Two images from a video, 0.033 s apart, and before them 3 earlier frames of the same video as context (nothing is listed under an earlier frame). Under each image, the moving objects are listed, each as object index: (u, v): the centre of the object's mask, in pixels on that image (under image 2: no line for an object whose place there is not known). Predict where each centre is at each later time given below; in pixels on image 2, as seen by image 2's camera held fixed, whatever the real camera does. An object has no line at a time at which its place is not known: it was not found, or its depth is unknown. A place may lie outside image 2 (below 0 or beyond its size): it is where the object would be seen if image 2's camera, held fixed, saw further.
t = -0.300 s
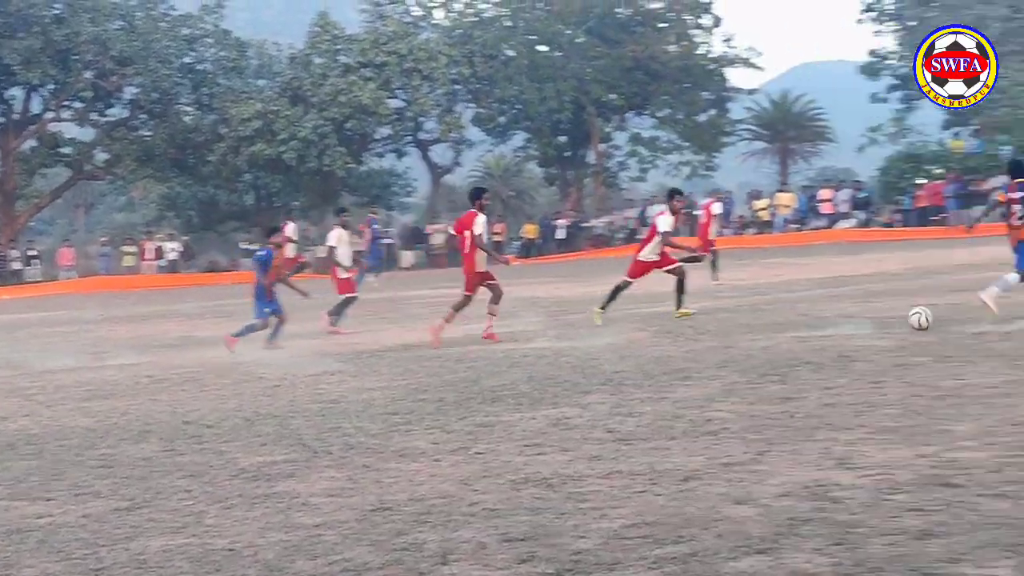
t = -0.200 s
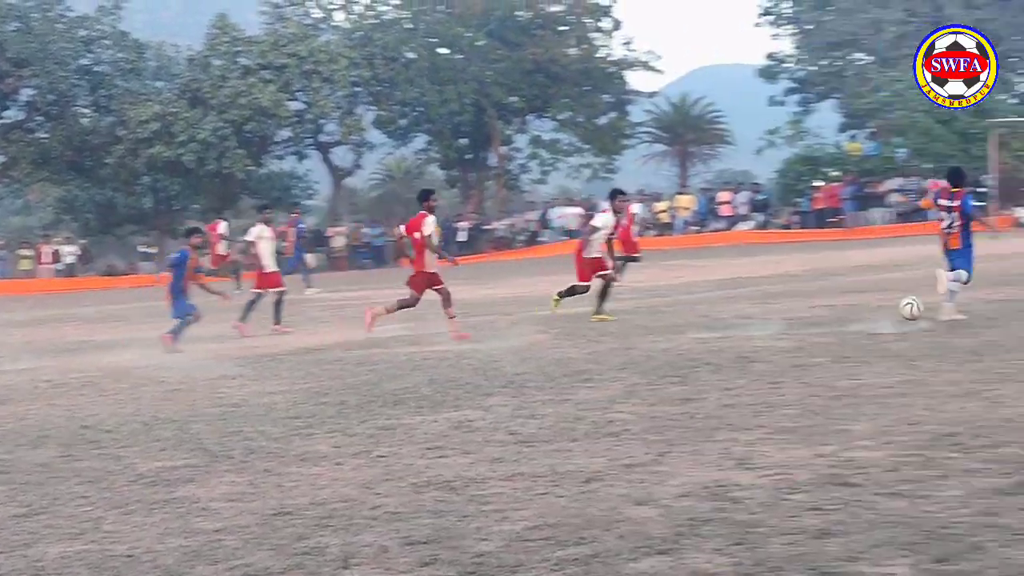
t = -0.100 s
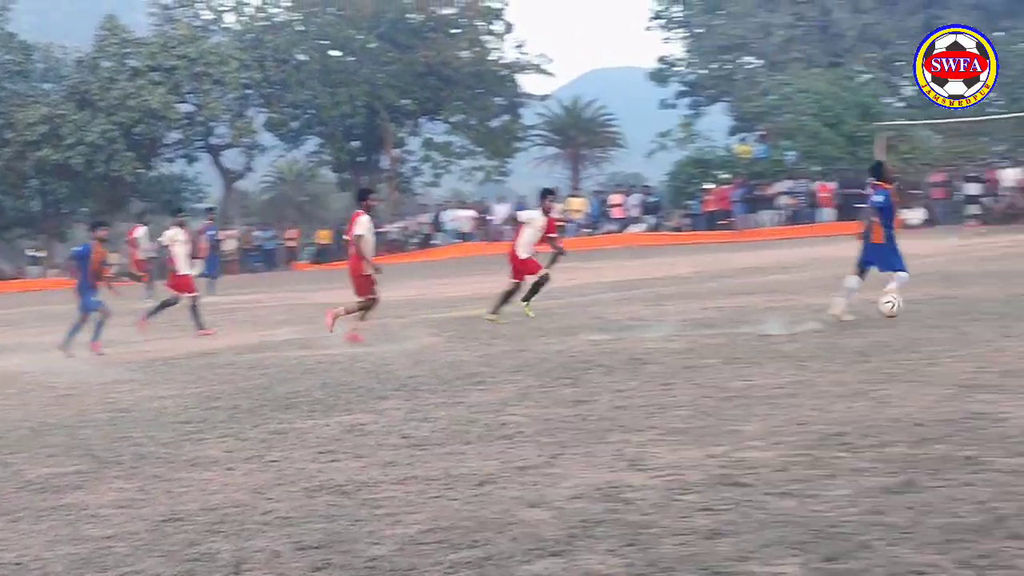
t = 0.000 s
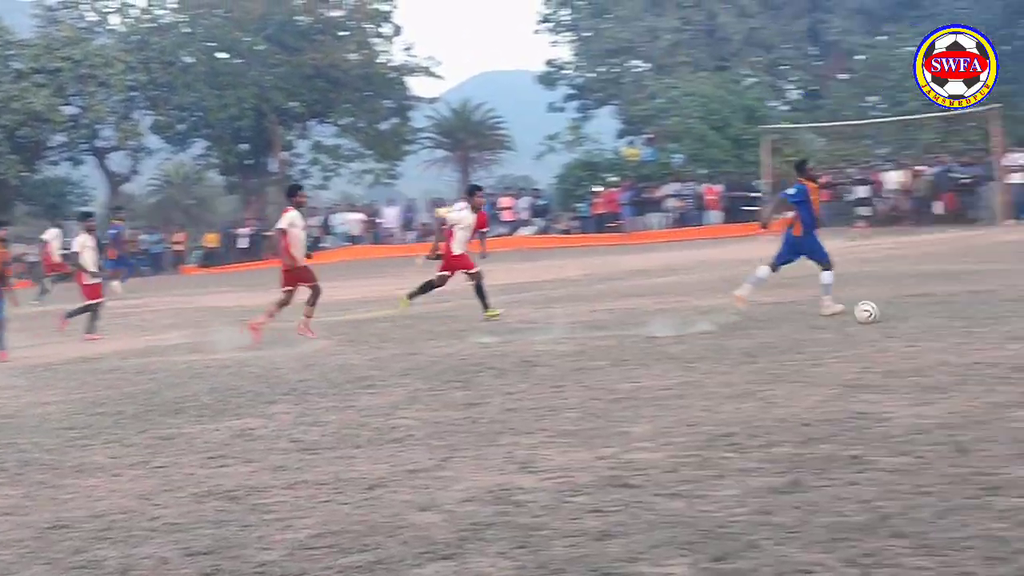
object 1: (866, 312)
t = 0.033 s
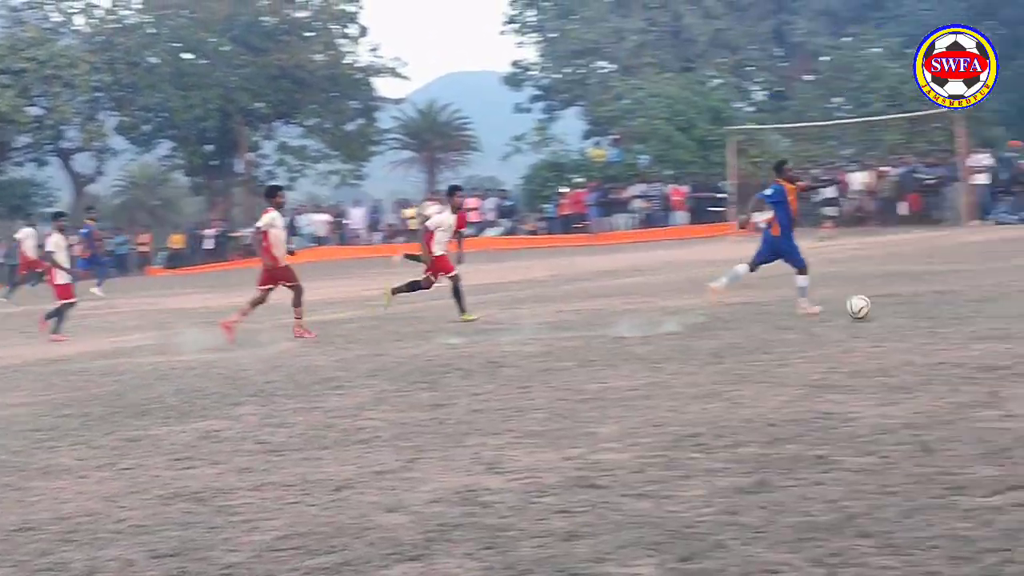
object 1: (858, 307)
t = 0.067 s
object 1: (887, 301)
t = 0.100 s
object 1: (916, 297)
